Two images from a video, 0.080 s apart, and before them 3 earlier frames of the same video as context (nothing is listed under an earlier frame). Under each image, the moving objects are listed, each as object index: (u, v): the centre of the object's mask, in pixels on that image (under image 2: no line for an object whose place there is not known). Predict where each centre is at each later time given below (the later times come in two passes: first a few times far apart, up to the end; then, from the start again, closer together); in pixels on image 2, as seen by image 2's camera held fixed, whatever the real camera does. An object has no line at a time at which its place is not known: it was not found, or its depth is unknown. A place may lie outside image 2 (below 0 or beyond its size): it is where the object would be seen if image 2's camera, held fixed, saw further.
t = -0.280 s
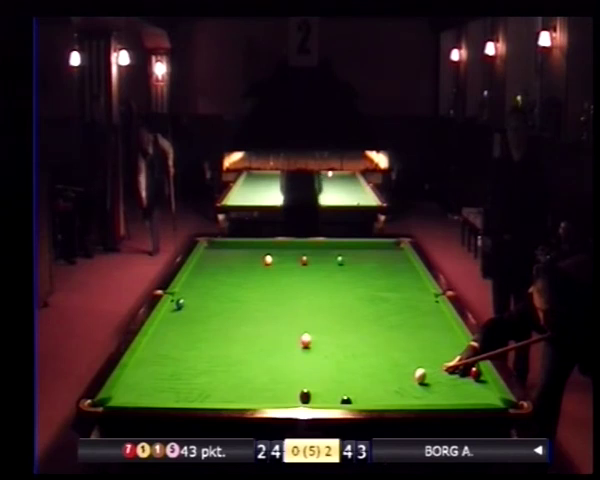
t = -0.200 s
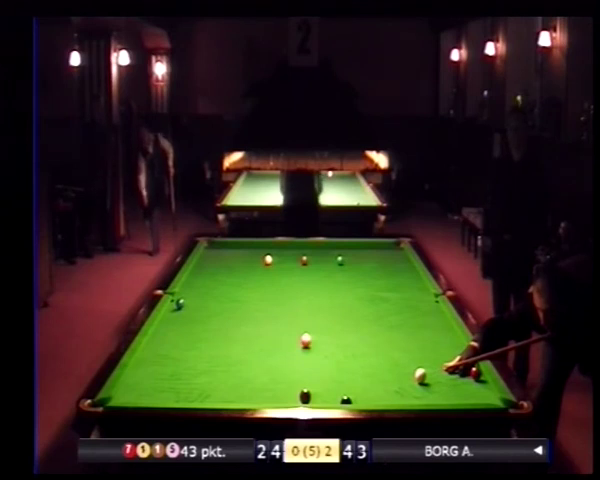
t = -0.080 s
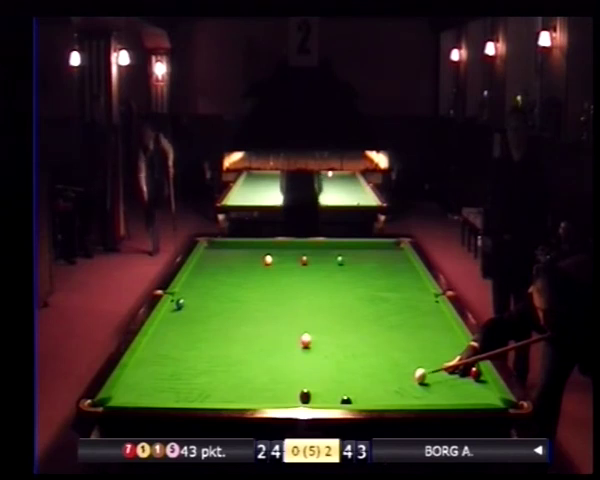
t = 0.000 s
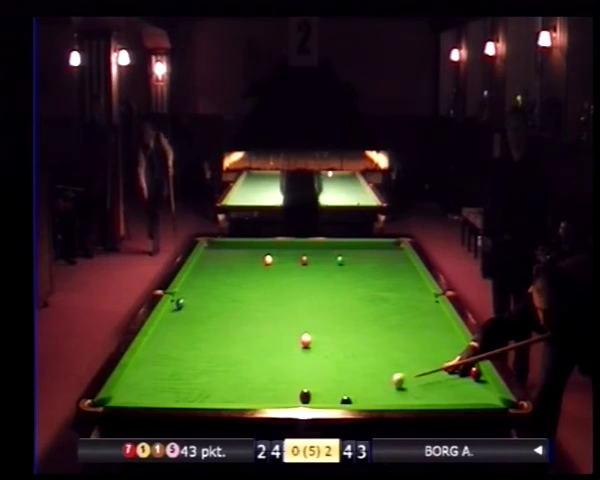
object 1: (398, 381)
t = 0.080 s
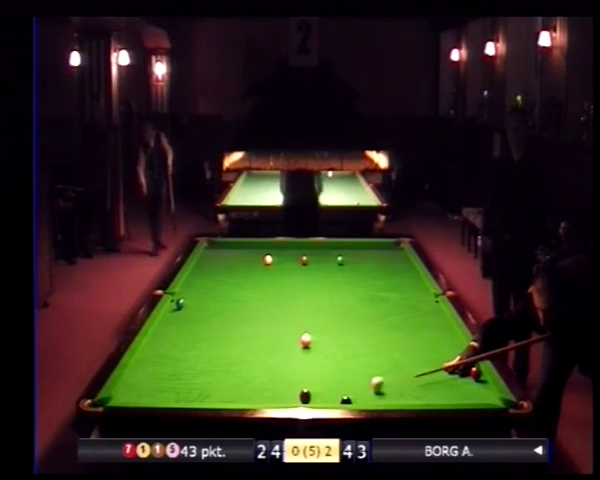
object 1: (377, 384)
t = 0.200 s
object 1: (345, 390)
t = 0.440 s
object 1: (313, 399)
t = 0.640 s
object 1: (305, 399)
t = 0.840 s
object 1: (300, 395)
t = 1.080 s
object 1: (295, 391)
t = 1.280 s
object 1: (290, 386)
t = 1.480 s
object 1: (286, 382)
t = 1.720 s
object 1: (282, 377)
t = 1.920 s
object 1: (279, 374)
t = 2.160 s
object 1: (276, 370)
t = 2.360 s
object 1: (274, 368)
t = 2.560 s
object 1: (271, 365)
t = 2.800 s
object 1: (269, 363)
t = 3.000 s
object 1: (268, 361)
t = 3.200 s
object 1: (266, 360)
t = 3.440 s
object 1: (265, 358)
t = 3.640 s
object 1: (264, 357)
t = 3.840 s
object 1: (264, 356)
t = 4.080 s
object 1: (263, 356)
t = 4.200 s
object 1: (262, 355)
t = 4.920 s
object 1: (262, 354)
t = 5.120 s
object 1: (262, 354)
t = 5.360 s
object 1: (262, 354)
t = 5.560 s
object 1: (262, 354)
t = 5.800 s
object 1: (262, 354)
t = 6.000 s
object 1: (262, 355)
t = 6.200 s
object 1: (262, 355)
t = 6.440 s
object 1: (262, 355)
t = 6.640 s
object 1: (262, 355)
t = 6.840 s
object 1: (262, 355)
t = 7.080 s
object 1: (262, 355)
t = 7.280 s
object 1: (262, 355)
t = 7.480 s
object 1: (262, 355)
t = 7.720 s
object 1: (262, 355)
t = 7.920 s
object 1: (262, 355)
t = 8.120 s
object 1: (262, 355)
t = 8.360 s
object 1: (262, 355)
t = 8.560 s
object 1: (262, 355)
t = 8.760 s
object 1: (262, 355)
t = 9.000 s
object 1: (262, 355)
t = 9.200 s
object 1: (262, 355)
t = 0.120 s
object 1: (366, 387)
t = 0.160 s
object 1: (356, 389)
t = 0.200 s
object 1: (345, 390)
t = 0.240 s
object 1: (335, 392)
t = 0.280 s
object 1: (324, 395)
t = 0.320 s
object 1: (317, 395)
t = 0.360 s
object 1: (316, 396)
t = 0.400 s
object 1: (314, 397)
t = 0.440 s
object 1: (313, 399)
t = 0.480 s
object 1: (311, 400)
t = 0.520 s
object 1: (308, 400)
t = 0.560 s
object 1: (307, 400)
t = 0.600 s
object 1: (306, 399)
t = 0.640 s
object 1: (305, 399)
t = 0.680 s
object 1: (304, 398)
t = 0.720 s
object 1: (303, 397)
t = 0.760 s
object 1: (302, 397)
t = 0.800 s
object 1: (301, 396)
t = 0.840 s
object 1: (300, 395)
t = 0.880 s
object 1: (299, 395)
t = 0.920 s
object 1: (298, 394)
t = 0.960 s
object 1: (298, 394)
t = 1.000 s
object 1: (297, 393)
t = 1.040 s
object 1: (296, 392)
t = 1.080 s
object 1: (295, 391)
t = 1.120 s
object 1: (294, 390)
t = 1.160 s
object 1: (293, 389)
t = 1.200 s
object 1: (292, 388)
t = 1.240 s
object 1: (291, 387)
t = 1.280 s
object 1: (290, 386)
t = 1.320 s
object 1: (289, 385)
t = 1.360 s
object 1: (288, 384)
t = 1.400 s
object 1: (288, 383)
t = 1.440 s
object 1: (287, 383)
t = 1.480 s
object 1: (286, 382)
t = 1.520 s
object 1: (286, 381)
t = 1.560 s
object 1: (285, 380)
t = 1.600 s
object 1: (284, 380)
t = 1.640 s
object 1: (283, 378)
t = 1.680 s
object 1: (283, 378)
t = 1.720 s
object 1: (282, 377)
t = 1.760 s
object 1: (281, 376)
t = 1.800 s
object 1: (281, 376)
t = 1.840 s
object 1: (280, 375)
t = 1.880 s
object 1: (279, 374)
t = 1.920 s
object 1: (279, 374)
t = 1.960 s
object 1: (278, 373)
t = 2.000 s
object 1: (278, 373)
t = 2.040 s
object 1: (278, 372)
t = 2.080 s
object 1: (277, 371)
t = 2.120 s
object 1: (276, 371)
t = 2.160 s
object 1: (276, 370)
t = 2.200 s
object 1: (275, 370)
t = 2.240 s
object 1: (275, 369)
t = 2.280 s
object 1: (274, 369)
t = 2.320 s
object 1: (274, 368)
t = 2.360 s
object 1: (274, 368)
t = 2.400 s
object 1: (273, 367)
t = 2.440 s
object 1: (273, 367)
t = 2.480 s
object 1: (272, 366)
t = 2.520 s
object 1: (272, 366)
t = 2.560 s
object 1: (271, 365)
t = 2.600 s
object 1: (271, 365)
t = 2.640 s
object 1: (271, 364)
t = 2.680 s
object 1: (270, 364)
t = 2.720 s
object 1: (270, 364)
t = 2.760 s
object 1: (270, 363)
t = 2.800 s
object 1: (269, 363)
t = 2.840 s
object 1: (269, 363)
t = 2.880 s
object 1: (269, 362)
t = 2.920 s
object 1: (268, 362)
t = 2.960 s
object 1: (268, 362)
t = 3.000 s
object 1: (268, 361)
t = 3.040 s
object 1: (267, 361)
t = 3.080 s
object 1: (267, 361)
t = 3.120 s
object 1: (267, 360)
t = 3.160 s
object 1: (267, 360)
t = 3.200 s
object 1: (266, 360)
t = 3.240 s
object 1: (266, 360)
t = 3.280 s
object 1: (266, 359)
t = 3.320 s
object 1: (266, 359)
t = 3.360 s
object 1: (266, 359)
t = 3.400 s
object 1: (265, 358)
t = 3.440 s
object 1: (265, 358)
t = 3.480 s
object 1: (265, 358)
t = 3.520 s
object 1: (265, 357)
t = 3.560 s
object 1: (264, 357)
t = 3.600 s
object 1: (265, 357)
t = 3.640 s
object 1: (264, 357)
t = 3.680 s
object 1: (264, 357)
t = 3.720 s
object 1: (264, 357)
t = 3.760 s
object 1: (264, 357)
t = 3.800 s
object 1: (264, 357)
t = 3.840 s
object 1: (264, 356)
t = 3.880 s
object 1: (264, 356)
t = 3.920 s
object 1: (263, 356)
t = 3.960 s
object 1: (263, 356)
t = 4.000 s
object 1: (263, 356)
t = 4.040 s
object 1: (263, 356)
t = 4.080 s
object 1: (263, 356)
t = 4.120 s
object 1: (263, 356)
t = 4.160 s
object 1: (263, 356)
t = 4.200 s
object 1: (262, 355)
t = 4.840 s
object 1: (262, 354)
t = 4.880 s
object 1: (262, 354)
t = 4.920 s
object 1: (262, 354)
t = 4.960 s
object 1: (262, 354)
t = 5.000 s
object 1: (262, 354)
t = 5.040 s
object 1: (262, 354)
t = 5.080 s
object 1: (262, 354)
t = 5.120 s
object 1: (262, 354)
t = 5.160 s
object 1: (262, 354)
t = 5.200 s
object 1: (262, 354)
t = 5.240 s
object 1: (262, 354)
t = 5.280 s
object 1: (262, 354)
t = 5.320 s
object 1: (262, 354)
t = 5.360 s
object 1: (262, 354)
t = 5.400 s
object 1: (262, 355)
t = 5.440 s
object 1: (262, 354)
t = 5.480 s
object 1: (262, 354)
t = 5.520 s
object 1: (262, 354)
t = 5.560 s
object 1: (262, 354)
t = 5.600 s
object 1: (262, 354)
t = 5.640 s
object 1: (262, 355)
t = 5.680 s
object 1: (262, 355)
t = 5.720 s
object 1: (262, 355)
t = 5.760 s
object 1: (262, 354)
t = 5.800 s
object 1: (262, 354)
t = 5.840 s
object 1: (262, 355)
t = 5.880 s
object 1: (262, 355)
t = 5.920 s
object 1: (262, 355)
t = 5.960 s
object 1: (262, 355)
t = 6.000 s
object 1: (262, 355)
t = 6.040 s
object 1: (262, 355)
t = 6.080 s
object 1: (262, 355)
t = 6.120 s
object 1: (262, 355)
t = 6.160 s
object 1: (262, 355)
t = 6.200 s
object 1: (262, 355)
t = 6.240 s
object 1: (262, 355)
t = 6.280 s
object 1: (262, 355)
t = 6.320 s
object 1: (262, 355)
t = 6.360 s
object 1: (262, 355)
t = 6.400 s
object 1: (262, 355)
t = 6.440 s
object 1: (262, 355)
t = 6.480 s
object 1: (262, 355)
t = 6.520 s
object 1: (262, 355)
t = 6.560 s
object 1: (262, 355)
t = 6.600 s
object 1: (262, 355)
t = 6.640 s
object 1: (262, 355)
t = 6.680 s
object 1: (262, 355)
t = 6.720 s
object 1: (262, 355)
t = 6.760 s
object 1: (262, 355)
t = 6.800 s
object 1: (262, 355)
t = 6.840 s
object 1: (262, 355)
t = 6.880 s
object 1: (262, 355)
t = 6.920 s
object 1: (262, 355)
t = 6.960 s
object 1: (262, 355)
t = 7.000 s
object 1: (262, 355)
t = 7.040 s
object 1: (262, 355)
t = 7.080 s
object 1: (262, 355)
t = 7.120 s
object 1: (262, 355)
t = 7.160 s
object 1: (262, 355)
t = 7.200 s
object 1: (262, 355)
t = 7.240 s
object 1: (262, 355)
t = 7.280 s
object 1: (262, 355)
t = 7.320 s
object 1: (262, 355)
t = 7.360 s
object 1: (262, 355)
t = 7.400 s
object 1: (262, 355)
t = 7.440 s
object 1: (262, 355)
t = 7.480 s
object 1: (262, 355)
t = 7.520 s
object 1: (262, 355)
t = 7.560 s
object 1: (262, 355)
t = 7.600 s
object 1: (262, 355)
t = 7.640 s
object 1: (262, 355)
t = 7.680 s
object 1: (262, 355)
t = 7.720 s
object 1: (262, 355)
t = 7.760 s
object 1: (262, 355)
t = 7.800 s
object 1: (262, 355)
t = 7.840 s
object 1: (262, 355)
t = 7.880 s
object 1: (262, 355)
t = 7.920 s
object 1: (262, 355)
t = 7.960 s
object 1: (262, 355)
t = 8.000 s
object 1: (262, 355)
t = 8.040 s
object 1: (262, 355)
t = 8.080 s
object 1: (262, 355)
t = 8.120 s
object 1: (262, 355)
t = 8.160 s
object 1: (262, 355)
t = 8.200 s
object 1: (262, 355)
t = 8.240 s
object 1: (262, 355)
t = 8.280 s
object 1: (262, 355)
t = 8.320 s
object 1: (262, 355)
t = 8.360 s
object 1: (262, 355)
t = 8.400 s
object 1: (262, 355)
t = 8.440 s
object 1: (262, 355)
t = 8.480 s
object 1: (262, 355)
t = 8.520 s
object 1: (262, 355)
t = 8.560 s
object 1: (262, 355)
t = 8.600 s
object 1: (262, 355)
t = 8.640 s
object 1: (262, 355)
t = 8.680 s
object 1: (262, 355)
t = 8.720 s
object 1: (262, 355)
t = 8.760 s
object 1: (262, 355)
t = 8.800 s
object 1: (262, 355)
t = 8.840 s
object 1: (262, 355)
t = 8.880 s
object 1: (262, 355)
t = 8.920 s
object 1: (262, 355)
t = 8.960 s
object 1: (262, 355)
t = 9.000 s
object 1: (262, 355)
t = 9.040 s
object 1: (262, 355)
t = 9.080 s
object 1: (262, 355)
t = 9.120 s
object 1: (262, 355)
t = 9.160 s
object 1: (262, 355)
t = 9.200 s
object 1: (262, 355)
